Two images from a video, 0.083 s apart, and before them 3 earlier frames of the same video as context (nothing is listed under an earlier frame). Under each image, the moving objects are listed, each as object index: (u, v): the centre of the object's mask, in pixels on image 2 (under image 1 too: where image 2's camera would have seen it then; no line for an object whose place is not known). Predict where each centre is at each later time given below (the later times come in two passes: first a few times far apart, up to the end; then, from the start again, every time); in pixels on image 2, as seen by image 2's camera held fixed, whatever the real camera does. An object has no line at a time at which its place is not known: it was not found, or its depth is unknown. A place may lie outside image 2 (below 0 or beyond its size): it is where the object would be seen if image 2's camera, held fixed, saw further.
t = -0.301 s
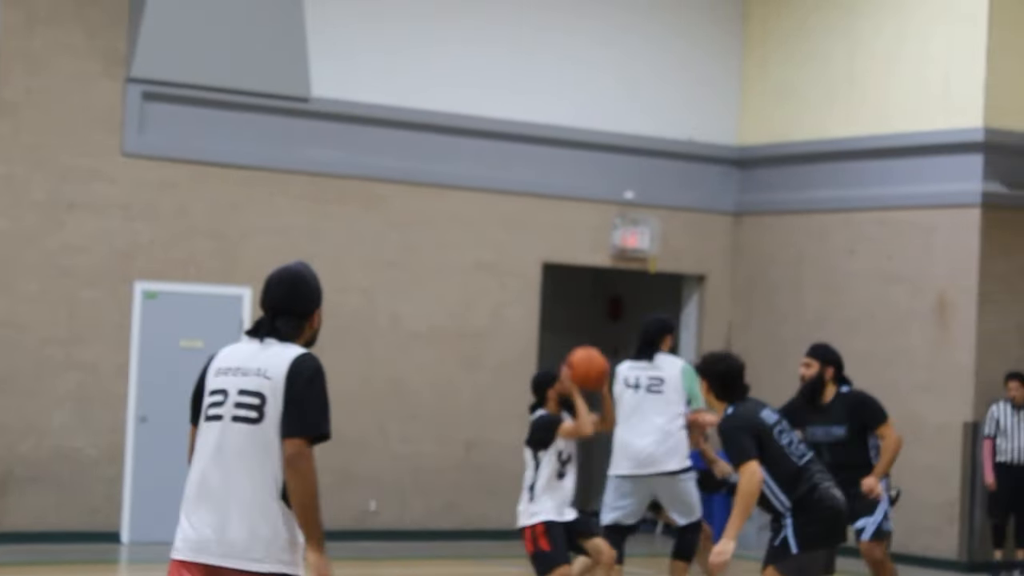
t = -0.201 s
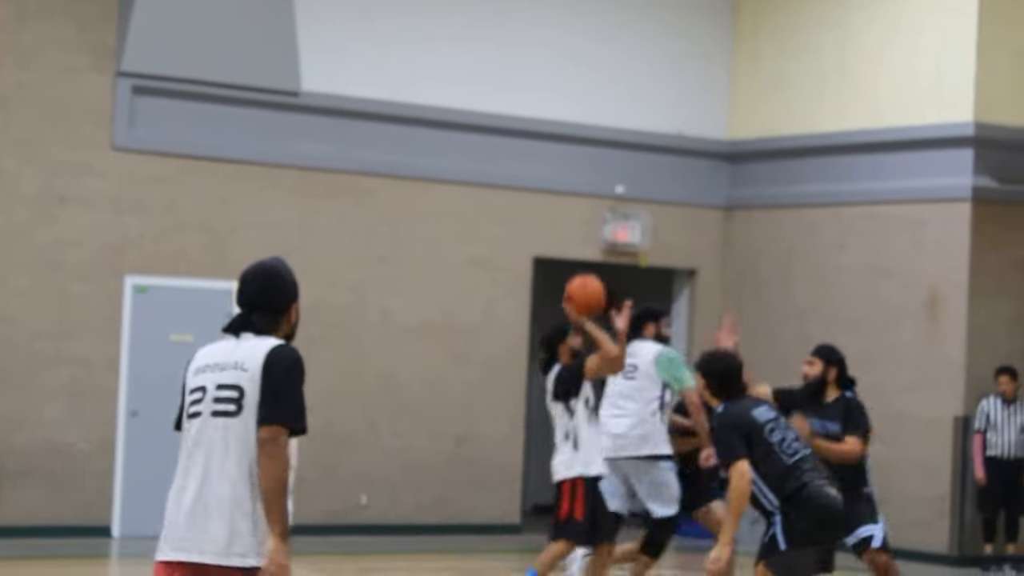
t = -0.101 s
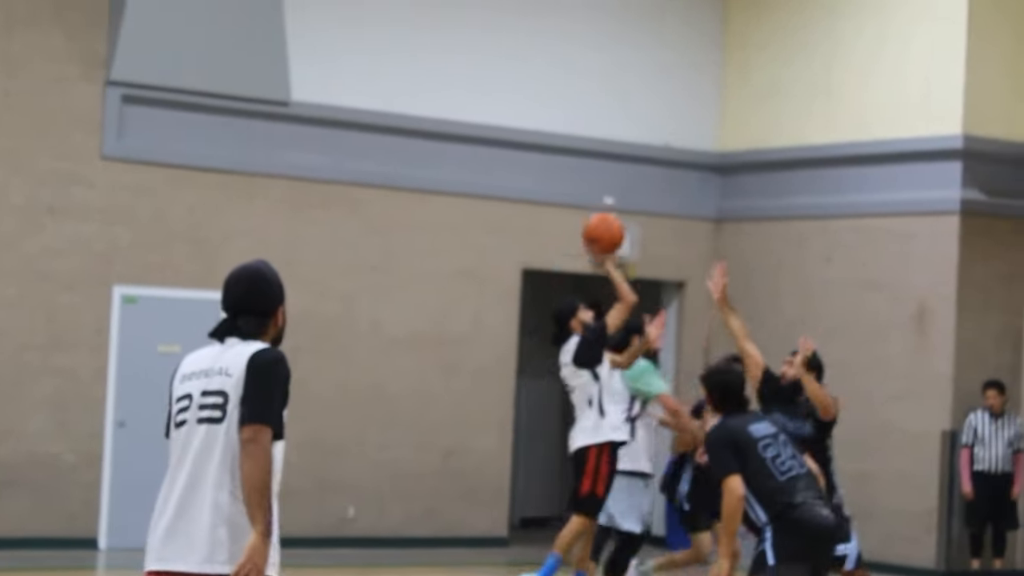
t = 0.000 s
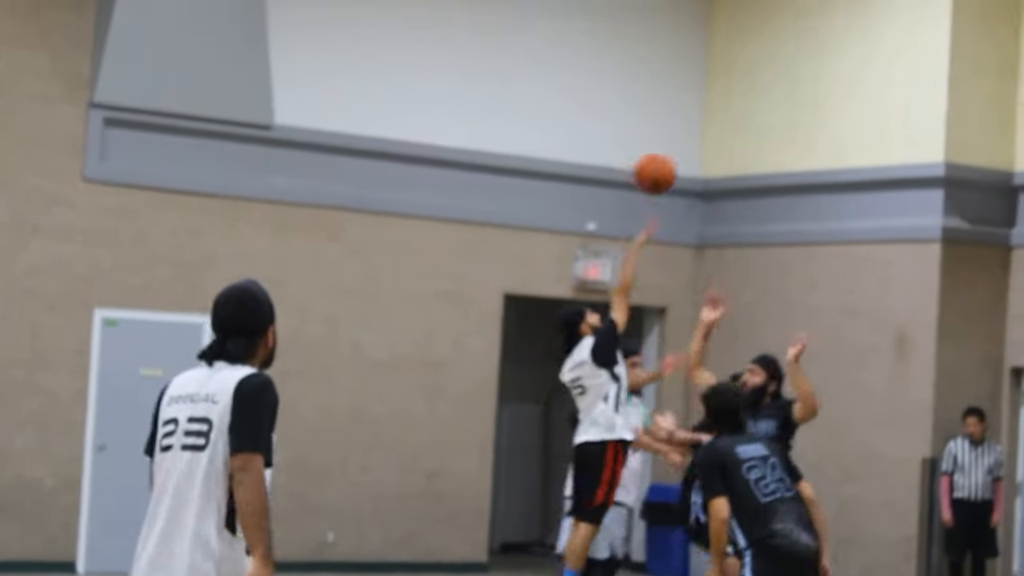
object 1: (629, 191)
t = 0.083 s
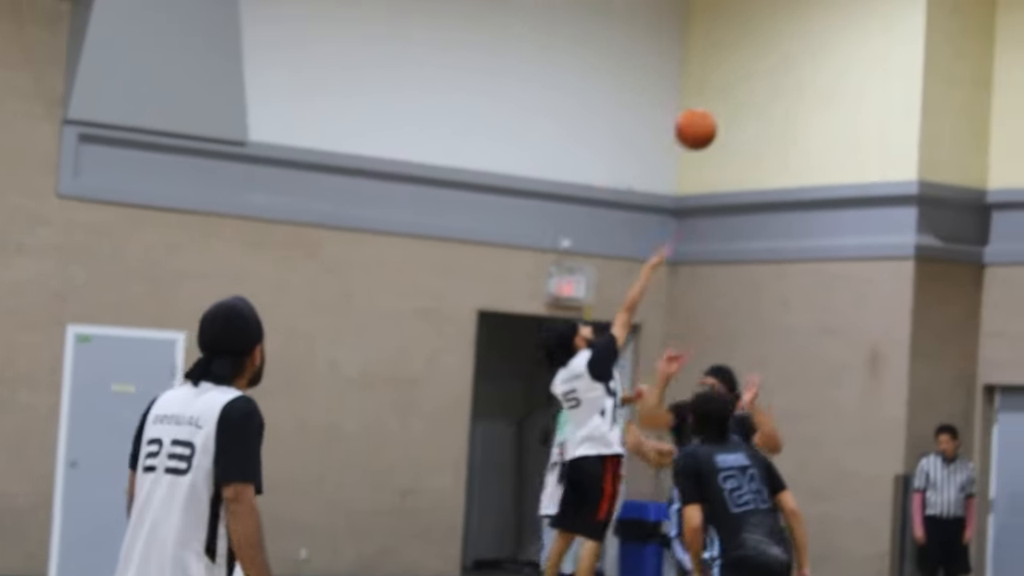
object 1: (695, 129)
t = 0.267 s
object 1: (839, 37)
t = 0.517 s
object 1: (1030, 2)
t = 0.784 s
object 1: (1230, 86)
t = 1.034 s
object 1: (1365, 147)
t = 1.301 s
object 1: (1447, 164)
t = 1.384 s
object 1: (1472, 198)
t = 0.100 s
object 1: (708, 119)
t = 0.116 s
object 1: (722, 108)
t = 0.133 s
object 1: (735, 98)
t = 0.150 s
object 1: (748, 89)
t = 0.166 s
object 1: (761, 80)
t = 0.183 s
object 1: (774, 72)
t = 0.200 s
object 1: (787, 63)
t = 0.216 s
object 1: (800, 57)
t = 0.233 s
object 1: (813, 49)
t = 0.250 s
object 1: (826, 43)
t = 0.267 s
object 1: (839, 37)
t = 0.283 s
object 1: (852, 31)
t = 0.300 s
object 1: (865, 25)
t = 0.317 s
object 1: (877, 20)
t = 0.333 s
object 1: (890, 16)
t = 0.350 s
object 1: (903, 13)
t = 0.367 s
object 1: (916, 10)
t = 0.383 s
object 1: (929, 8)
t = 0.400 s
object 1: (942, 5)
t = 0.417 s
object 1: (954, 3)
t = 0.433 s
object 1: (967, 1)
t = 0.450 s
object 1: (979, 0)
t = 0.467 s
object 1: (992, 0)
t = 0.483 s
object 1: (1006, 0)
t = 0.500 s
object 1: (1018, 1)
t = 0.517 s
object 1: (1030, 2)
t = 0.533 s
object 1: (1043, 3)
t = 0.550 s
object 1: (1056, 5)
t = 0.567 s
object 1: (1068, 8)
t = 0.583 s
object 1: (1081, 11)
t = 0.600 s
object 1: (1094, 14)
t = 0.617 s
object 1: (1106, 18)
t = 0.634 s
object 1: (1119, 22)
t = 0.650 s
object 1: (1131, 27)
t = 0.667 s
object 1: (1144, 33)
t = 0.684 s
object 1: (1156, 39)
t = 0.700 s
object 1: (1169, 45)
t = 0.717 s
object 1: (1181, 52)
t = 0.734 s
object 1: (1193, 59)
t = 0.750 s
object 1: (1206, 68)
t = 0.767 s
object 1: (1218, 76)
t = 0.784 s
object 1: (1230, 86)
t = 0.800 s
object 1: (1242, 96)
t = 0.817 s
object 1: (1255, 106)
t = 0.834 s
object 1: (1267, 117)
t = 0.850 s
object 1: (1280, 128)
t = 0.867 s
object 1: (1291, 139)
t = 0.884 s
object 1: (1303, 152)
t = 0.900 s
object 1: (1316, 164)
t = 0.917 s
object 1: (1328, 176)
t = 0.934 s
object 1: (1333, 173)
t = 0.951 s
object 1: (1339, 167)
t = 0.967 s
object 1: (1344, 162)
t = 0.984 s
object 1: (1349, 157)
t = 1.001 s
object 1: (1355, 154)
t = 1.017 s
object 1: (1360, 149)
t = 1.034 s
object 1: (1365, 147)
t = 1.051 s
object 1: (1370, 144)
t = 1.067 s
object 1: (1375, 141)
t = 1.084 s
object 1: (1380, 140)
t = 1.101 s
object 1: (1385, 139)
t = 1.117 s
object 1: (1390, 138)
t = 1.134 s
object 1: (1396, 138)
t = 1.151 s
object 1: (1401, 138)
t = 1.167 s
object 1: (1406, 139)
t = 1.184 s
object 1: (1411, 140)
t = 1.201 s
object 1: (1416, 143)
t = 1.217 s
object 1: (1421, 145)
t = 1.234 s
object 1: (1426, 148)
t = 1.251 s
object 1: (1431, 151)
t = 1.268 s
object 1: (1437, 155)
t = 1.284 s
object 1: (1442, 159)
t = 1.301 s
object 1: (1447, 164)
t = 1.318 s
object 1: (1451, 169)
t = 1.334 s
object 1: (1456, 175)
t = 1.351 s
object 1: (1461, 181)
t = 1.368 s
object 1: (1467, 189)
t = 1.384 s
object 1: (1472, 198)
